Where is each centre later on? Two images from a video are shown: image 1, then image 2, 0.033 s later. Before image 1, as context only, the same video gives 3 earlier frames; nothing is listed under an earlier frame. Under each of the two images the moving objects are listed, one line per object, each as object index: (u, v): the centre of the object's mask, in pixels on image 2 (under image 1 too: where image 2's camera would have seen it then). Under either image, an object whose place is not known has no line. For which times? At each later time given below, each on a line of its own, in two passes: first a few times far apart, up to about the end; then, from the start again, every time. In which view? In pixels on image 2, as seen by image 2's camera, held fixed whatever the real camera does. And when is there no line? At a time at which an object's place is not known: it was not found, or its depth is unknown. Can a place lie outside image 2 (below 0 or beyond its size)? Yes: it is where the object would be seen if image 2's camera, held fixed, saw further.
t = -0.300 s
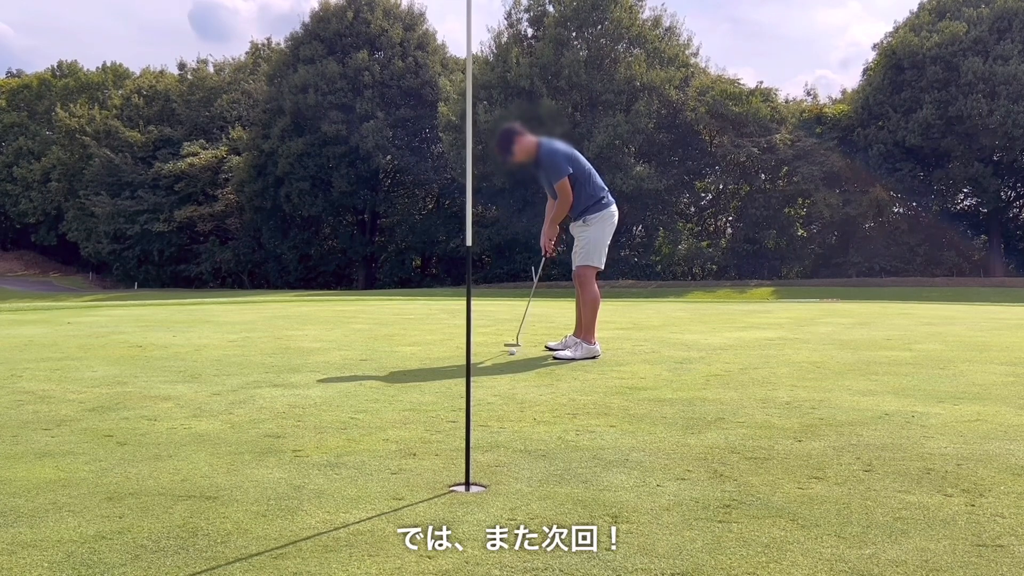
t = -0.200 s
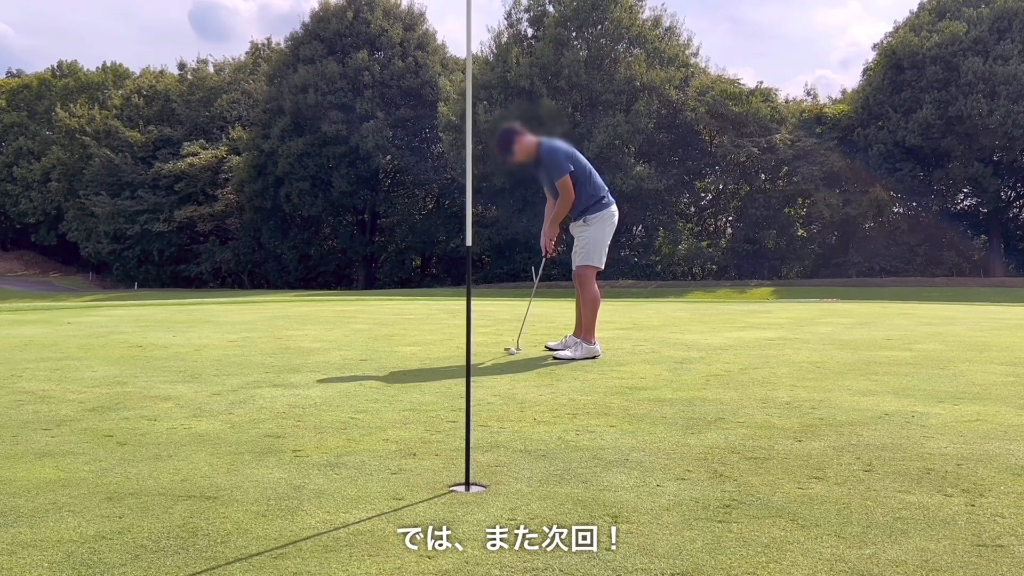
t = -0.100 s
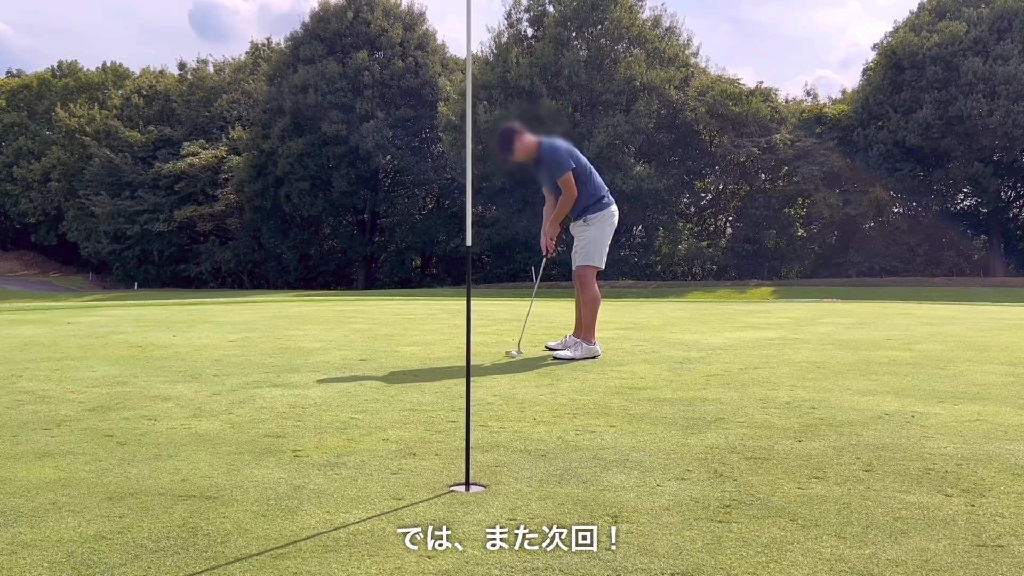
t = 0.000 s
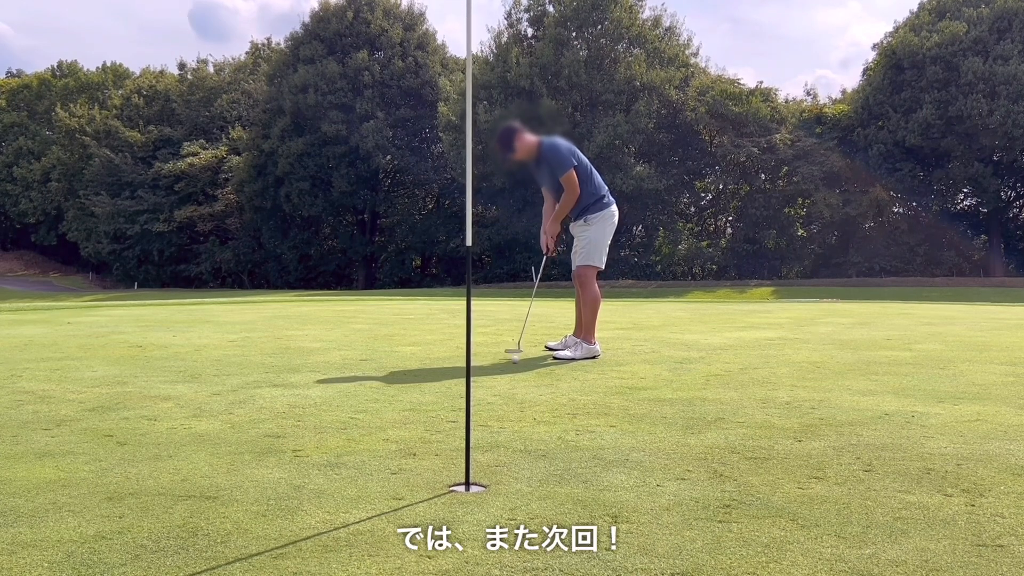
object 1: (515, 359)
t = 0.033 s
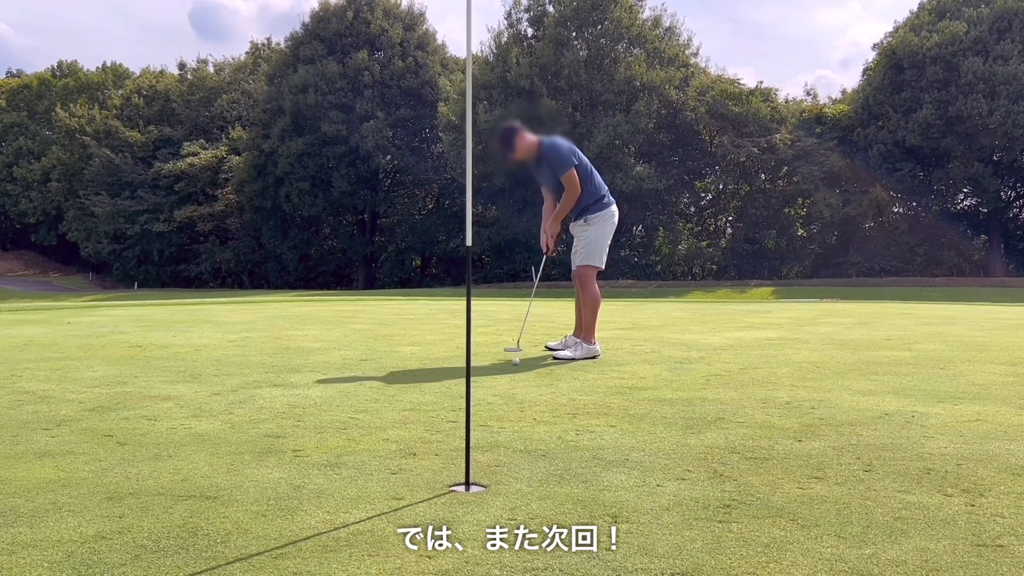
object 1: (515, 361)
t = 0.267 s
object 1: (517, 373)
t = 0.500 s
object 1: (515, 386)
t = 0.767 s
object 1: (507, 402)
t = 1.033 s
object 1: (492, 420)
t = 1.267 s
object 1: (475, 436)
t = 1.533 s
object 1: (450, 455)
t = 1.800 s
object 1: (423, 474)
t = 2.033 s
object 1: (396, 493)
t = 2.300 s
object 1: (367, 509)
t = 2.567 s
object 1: (343, 522)
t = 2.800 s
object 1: (326, 530)
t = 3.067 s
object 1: (318, 535)
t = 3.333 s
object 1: (316, 535)
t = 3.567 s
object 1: (316, 535)
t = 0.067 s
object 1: (516, 363)
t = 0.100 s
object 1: (516, 364)
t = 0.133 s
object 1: (516, 366)
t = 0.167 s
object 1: (516, 368)
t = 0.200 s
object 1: (517, 369)
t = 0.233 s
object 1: (517, 371)
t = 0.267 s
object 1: (517, 373)
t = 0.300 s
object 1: (517, 374)
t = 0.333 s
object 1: (516, 376)
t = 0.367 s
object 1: (516, 378)
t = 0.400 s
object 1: (516, 380)
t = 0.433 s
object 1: (516, 382)
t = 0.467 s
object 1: (516, 384)
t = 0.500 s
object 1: (515, 386)
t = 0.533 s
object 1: (514, 388)
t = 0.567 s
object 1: (514, 390)
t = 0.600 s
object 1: (513, 392)
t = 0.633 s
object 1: (512, 394)
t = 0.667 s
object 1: (511, 396)
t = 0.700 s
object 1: (510, 398)
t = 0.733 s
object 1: (508, 400)
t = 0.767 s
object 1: (507, 402)
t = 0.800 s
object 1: (505, 404)
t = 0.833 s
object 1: (504, 406)
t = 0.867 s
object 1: (502, 409)
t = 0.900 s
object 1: (500, 411)
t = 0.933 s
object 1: (498, 413)
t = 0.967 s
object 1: (496, 415)
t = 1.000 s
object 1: (494, 417)
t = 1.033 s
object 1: (492, 420)
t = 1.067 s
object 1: (490, 422)
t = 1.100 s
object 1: (487, 424)
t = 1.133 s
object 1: (485, 427)
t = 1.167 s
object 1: (483, 429)
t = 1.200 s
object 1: (481, 431)
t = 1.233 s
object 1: (478, 433)
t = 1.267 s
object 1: (475, 436)
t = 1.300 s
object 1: (474, 438)
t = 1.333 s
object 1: (472, 440)
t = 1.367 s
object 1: (463, 442)
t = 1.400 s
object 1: (461, 445)
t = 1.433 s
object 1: (459, 447)
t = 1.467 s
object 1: (457, 449)
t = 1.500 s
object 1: (454, 452)
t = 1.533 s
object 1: (450, 455)
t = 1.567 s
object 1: (447, 457)
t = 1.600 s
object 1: (444, 459)
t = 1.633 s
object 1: (440, 462)
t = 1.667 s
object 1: (437, 465)
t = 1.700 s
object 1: (433, 467)
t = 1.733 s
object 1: (430, 470)
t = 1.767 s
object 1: (426, 472)
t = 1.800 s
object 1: (423, 474)
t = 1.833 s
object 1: (419, 477)
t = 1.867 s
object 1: (416, 479)
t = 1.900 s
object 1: (412, 482)
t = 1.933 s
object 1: (408, 485)
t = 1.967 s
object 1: (404, 487)
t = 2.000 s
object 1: (400, 490)
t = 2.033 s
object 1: (396, 493)
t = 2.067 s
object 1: (392, 493)
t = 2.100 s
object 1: (389, 496)
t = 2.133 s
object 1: (385, 498)
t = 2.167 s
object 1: (381, 500)
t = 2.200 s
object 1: (378, 503)
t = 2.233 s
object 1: (375, 505)
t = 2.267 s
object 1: (371, 506)
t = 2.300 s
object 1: (367, 509)
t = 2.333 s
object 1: (364, 511)
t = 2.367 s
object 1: (361, 513)
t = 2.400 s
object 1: (357, 515)
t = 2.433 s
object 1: (354, 516)
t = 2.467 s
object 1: (351, 518)
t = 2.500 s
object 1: (349, 519)
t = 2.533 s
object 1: (346, 520)
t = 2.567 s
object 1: (343, 522)
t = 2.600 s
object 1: (340, 523)
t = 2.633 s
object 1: (337, 525)
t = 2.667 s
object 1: (335, 526)
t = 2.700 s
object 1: (333, 527)
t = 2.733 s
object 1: (331, 528)
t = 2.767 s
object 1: (329, 529)
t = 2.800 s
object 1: (326, 530)
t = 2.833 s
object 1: (325, 531)
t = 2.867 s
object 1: (324, 532)
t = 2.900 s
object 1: (323, 533)
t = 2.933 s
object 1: (321, 533)
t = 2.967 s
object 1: (320, 534)
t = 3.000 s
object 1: (319, 534)
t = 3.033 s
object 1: (318, 534)
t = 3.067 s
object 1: (318, 535)
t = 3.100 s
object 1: (317, 535)
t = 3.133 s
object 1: (317, 535)
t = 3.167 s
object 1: (316, 535)
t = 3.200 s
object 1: (316, 535)
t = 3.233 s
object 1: (316, 535)
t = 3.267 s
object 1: (316, 535)
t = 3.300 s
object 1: (316, 535)
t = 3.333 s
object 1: (316, 535)
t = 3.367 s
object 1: (316, 535)
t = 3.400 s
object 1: (316, 535)
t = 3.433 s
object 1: (316, 535)
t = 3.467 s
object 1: (316, 535)
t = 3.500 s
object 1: (316, 535)
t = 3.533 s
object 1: (316, 535)
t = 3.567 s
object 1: (316, 535)
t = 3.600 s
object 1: (316, 535)
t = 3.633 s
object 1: (316, 535)
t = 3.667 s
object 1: (316, 535)
